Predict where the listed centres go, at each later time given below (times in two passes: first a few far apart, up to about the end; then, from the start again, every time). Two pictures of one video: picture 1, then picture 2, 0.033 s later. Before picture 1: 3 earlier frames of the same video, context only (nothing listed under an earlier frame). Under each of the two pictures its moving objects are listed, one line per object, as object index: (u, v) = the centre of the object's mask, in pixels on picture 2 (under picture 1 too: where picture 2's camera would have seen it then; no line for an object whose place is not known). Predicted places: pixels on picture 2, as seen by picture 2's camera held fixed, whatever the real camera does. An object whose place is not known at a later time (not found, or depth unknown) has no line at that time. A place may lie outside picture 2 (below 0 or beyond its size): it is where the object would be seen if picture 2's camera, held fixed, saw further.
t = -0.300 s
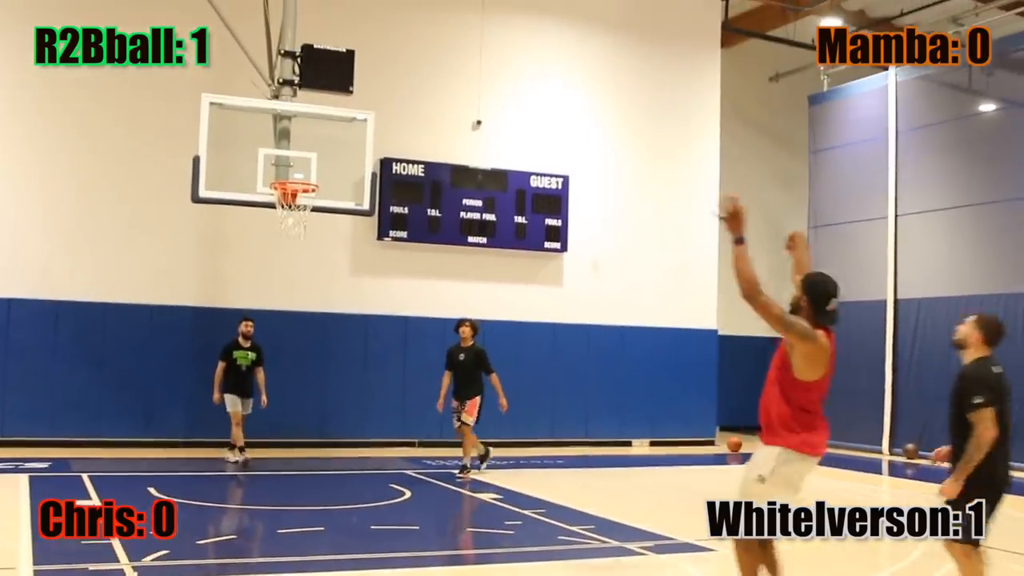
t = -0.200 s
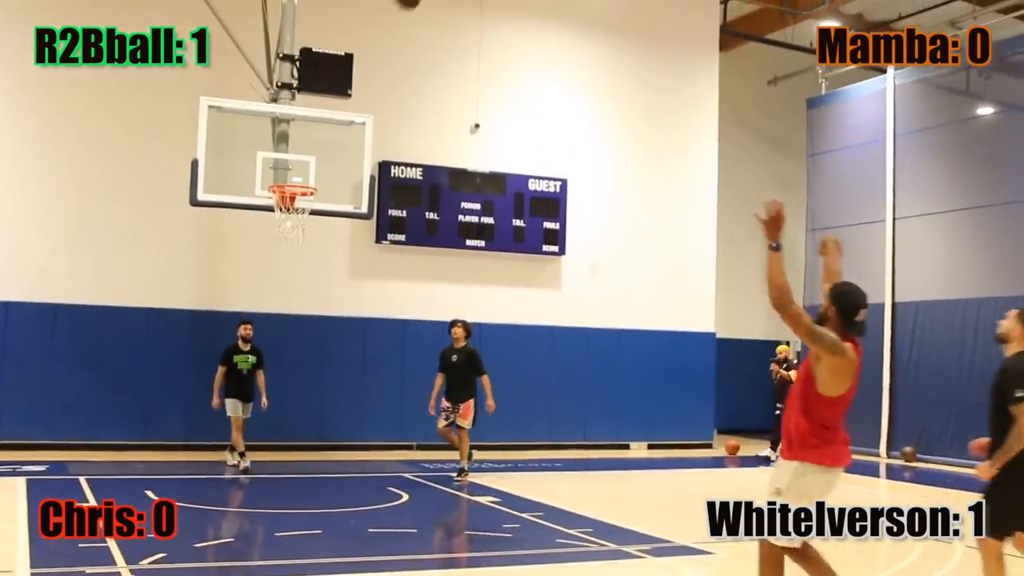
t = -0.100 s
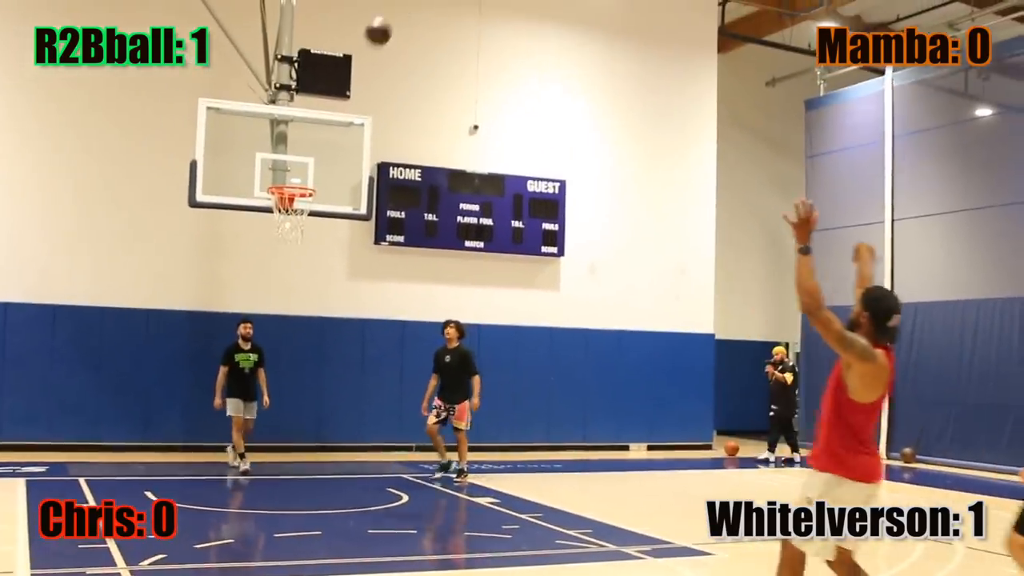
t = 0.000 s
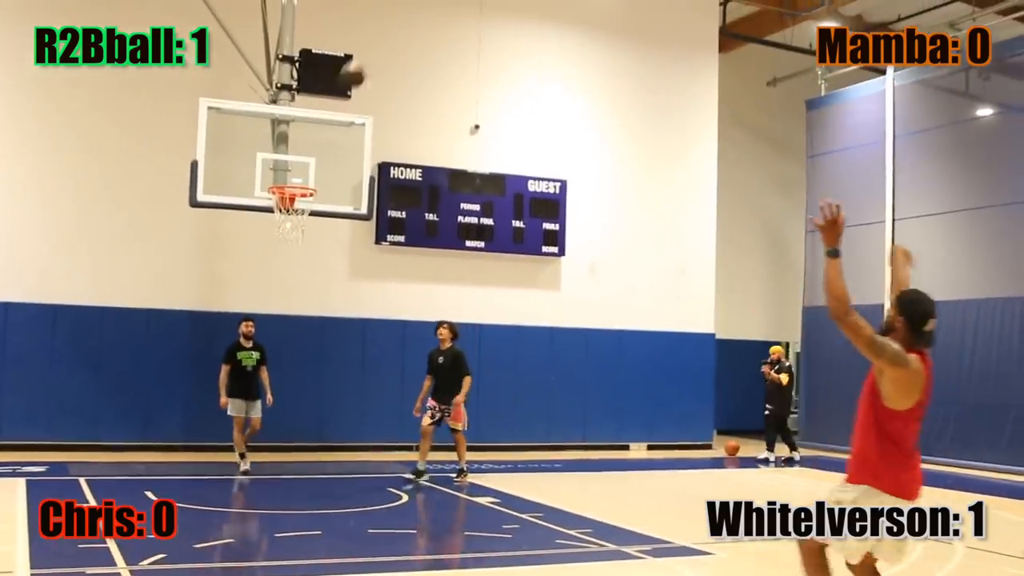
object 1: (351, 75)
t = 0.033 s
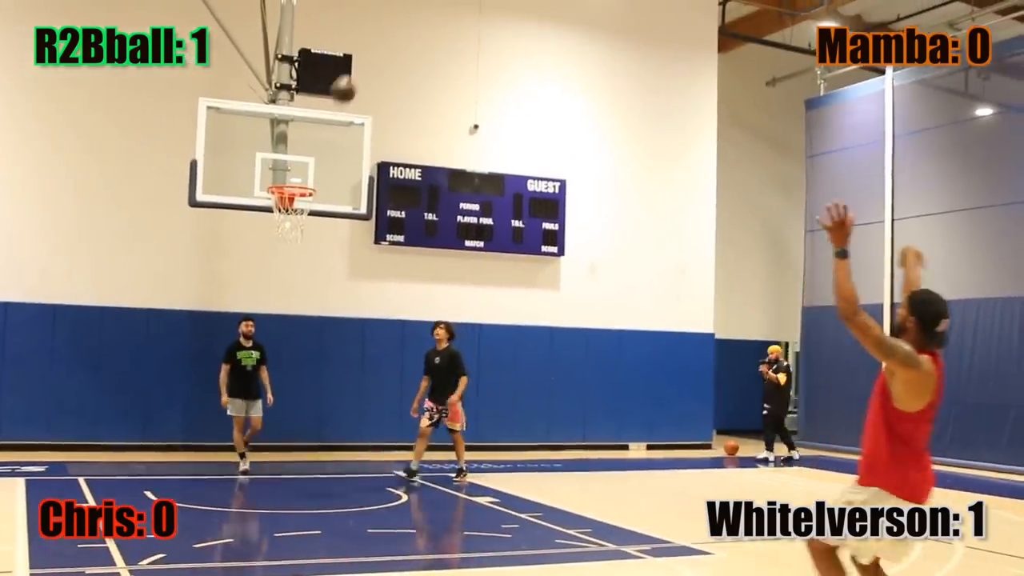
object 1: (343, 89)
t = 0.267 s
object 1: (309, 158)
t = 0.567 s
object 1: (334, 113)
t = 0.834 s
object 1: (353, 147)
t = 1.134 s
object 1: (372, 277)
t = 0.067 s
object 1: (336, 104)
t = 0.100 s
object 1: (327, 125)
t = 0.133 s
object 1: (318, 143)
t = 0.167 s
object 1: (311, 160)
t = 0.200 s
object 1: (304, 177)
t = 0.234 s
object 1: (306, 169)
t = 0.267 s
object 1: (309, 158)
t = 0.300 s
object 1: (312, 149)
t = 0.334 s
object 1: (315, 141)
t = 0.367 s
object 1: (318, 134)
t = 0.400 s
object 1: (320, 129)
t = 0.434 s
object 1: (323, 123)
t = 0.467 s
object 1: (326, 119)
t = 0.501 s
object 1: (328, 116)
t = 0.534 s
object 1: (331, 114)
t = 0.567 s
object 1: (334, 113)
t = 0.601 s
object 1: (336, 114)
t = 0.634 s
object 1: (339, 115)
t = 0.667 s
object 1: (341, 117)
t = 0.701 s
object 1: (344, 121)
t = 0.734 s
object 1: (346, 126)
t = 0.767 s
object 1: (349, 131)
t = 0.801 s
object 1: (351, 138)
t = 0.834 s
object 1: (353, 147)
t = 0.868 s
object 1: (355, 156)
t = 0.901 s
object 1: (357, 166)
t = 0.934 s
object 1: (360, 178)
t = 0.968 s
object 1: (362, 192)
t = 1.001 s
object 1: (364, 208)
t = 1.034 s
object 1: (366, 221)
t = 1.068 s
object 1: (367, 240)
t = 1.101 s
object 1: (369, 258)
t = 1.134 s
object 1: (372, 277)
